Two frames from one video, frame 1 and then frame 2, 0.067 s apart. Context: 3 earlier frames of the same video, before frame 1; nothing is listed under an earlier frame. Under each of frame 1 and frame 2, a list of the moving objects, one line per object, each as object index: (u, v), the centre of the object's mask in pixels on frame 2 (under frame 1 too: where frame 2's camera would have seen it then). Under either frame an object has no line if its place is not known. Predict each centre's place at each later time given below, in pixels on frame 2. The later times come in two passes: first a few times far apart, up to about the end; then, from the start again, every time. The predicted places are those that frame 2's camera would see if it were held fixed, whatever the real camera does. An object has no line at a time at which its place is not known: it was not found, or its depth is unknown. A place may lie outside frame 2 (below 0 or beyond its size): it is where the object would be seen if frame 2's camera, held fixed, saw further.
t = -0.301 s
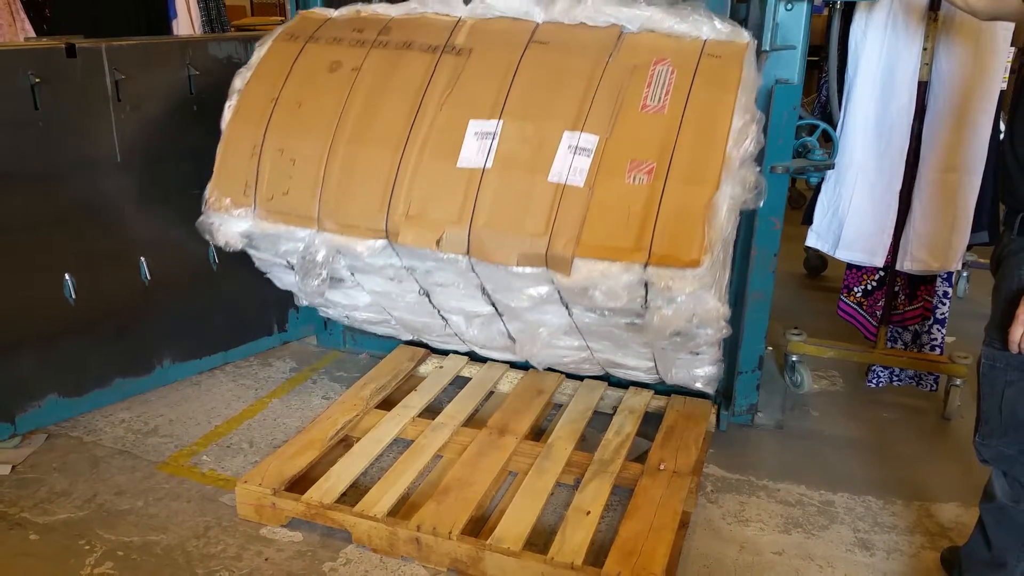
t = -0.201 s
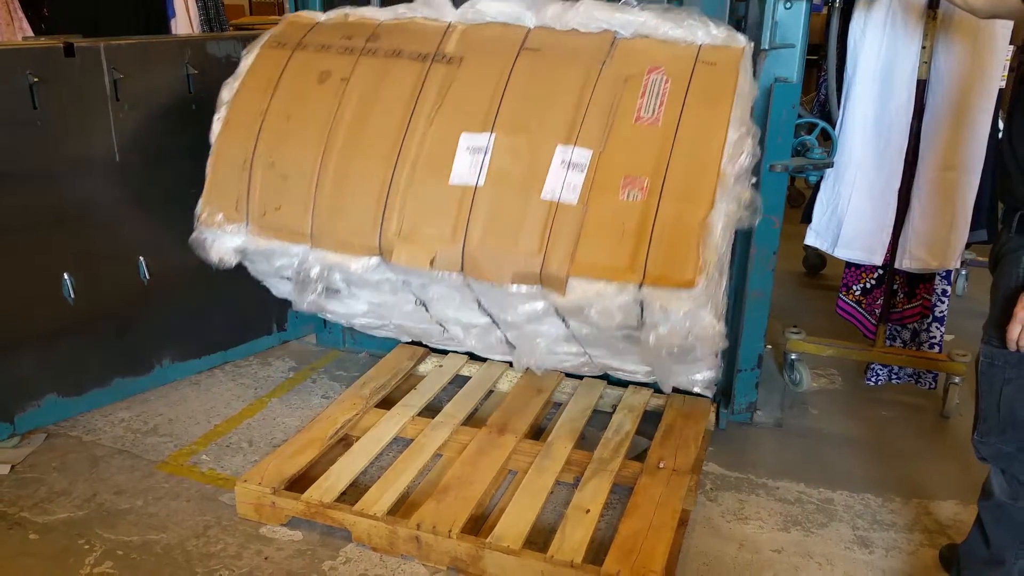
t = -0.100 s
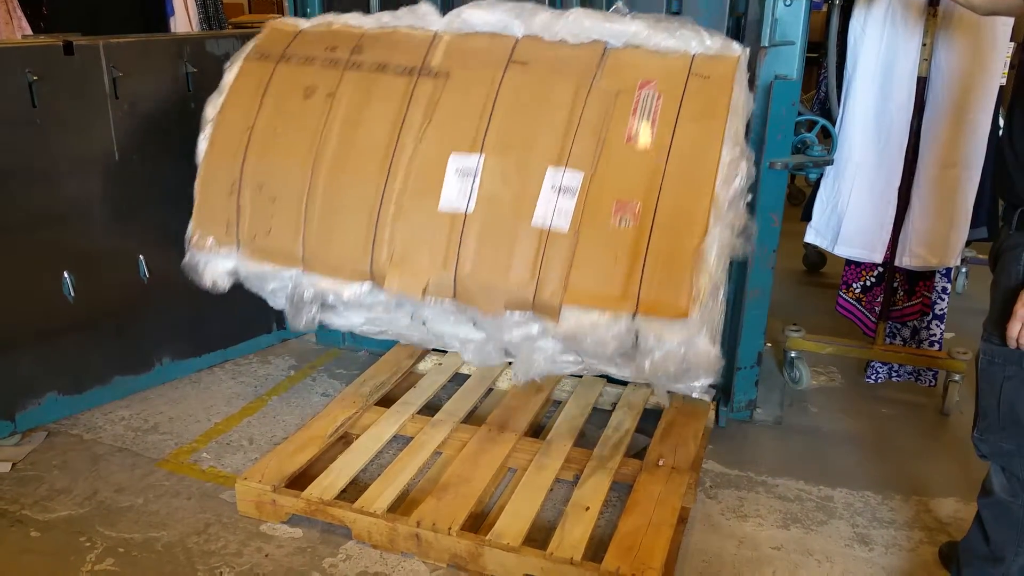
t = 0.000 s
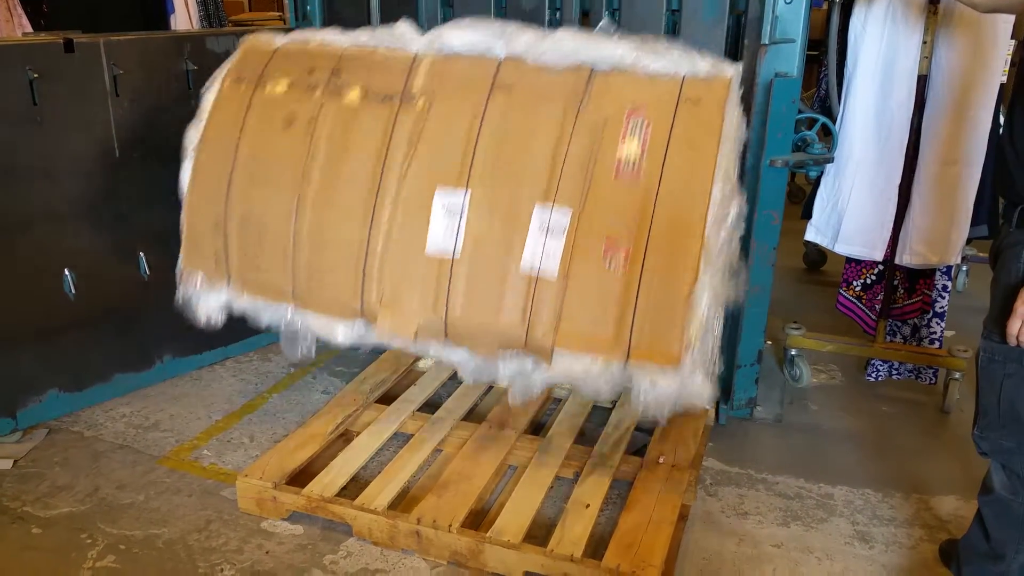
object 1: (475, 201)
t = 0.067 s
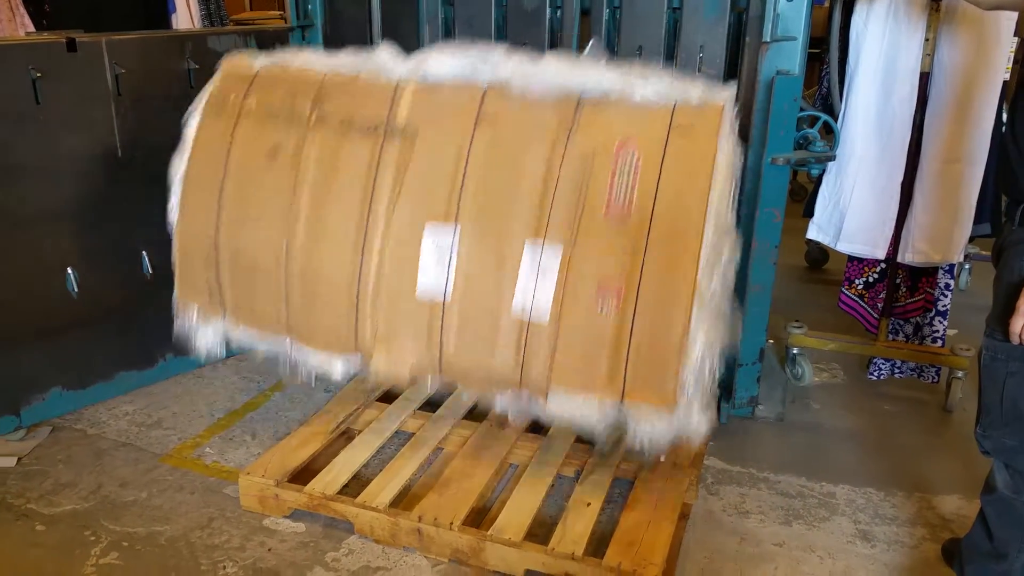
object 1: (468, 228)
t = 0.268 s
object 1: (445, 322)
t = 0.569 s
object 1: (423, 342)
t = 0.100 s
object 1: (462, 247)
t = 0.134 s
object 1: (456, 268)
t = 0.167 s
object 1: (451, 292)
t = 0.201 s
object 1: (449, 311)
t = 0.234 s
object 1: (449, 320)
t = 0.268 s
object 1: (445, 322)
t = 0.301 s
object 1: (442, 322)
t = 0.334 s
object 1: (437, 322)
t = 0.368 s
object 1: (434, 324)
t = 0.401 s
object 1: (433, 327)
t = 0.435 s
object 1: (431, 329)
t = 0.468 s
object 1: (429, 335)
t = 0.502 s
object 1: (426, 338)
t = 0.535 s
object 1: (424, 340)
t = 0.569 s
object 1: (423, 342)
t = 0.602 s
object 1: (423, 343)
